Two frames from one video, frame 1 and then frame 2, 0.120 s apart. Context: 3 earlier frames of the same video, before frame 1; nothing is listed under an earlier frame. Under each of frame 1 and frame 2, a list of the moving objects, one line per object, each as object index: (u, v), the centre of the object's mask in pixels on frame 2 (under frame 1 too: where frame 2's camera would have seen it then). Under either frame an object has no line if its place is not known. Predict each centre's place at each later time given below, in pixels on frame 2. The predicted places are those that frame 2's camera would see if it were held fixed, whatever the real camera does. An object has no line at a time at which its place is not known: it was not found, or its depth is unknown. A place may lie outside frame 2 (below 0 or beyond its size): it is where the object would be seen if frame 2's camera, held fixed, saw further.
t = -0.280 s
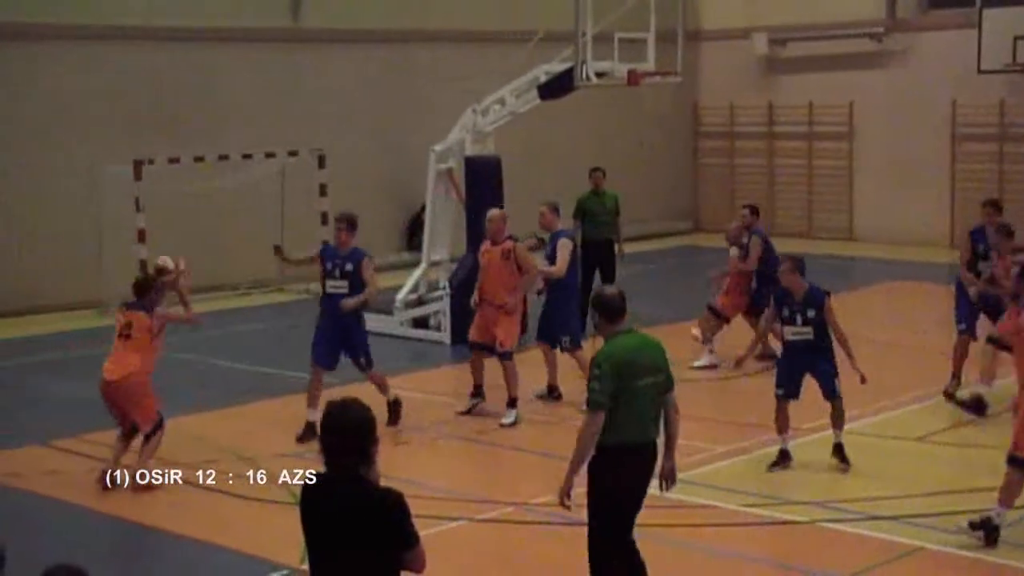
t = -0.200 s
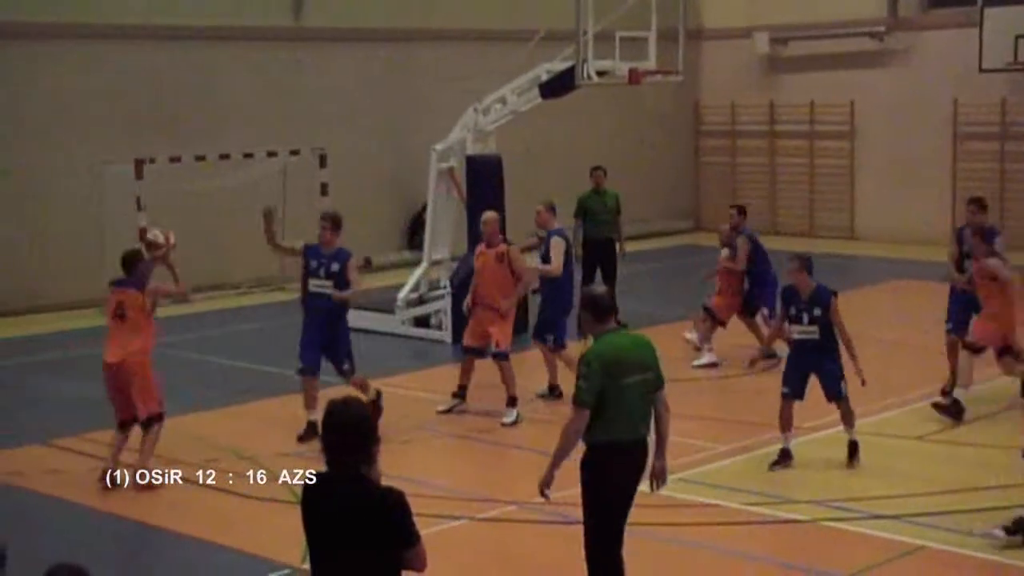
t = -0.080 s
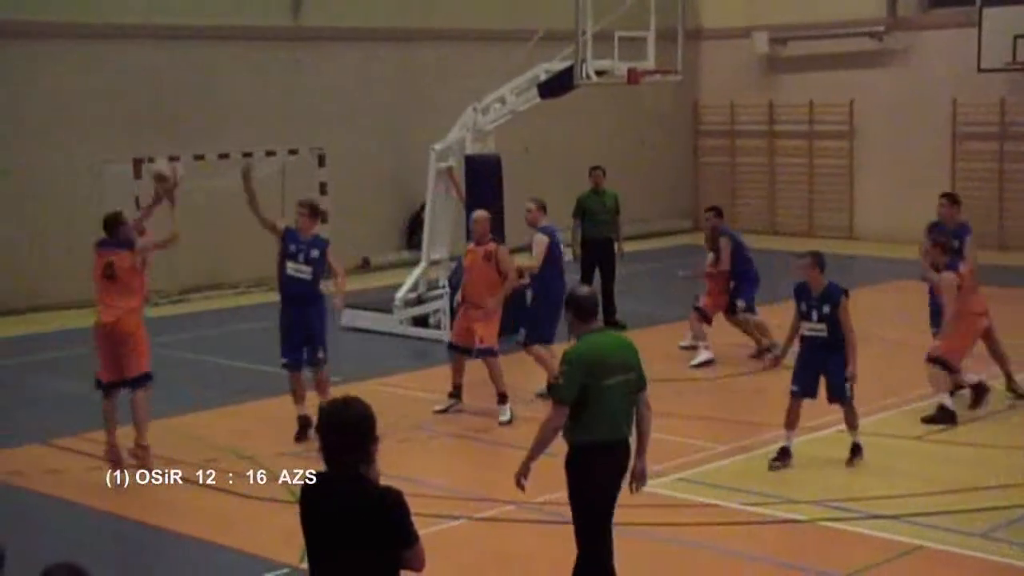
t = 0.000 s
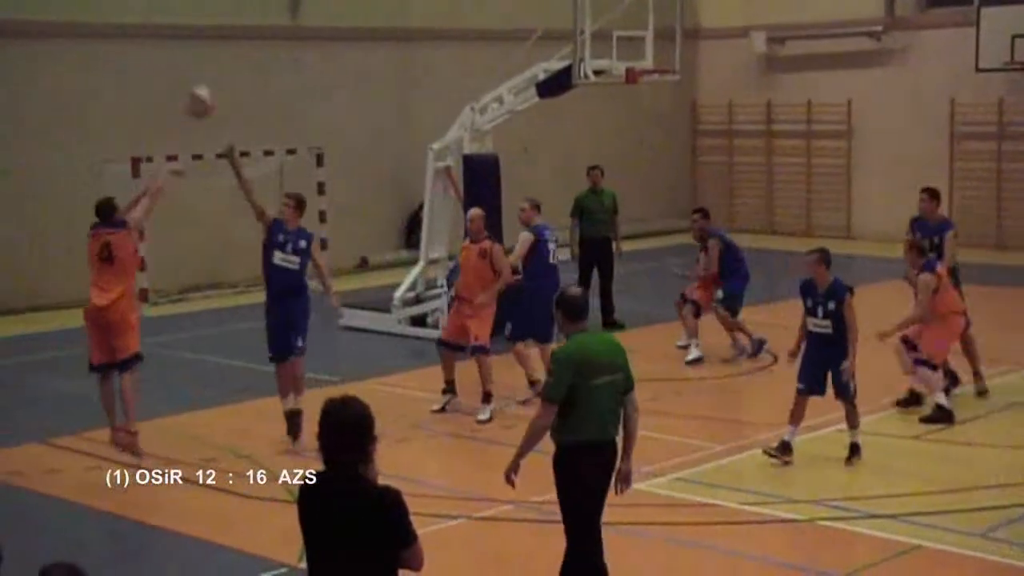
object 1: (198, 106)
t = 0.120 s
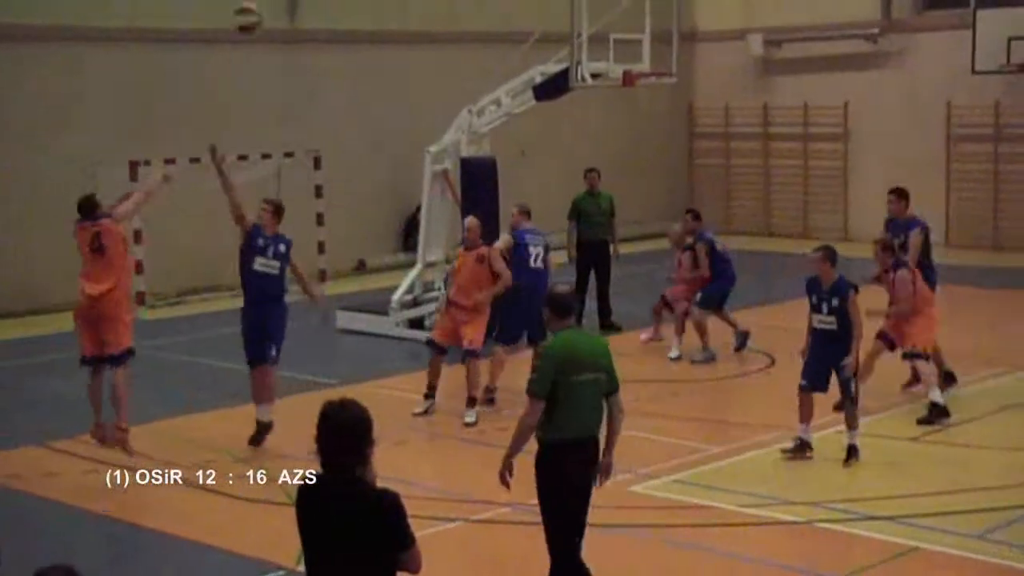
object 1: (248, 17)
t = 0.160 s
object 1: (265, 1)
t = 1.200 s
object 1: (608, 31)
